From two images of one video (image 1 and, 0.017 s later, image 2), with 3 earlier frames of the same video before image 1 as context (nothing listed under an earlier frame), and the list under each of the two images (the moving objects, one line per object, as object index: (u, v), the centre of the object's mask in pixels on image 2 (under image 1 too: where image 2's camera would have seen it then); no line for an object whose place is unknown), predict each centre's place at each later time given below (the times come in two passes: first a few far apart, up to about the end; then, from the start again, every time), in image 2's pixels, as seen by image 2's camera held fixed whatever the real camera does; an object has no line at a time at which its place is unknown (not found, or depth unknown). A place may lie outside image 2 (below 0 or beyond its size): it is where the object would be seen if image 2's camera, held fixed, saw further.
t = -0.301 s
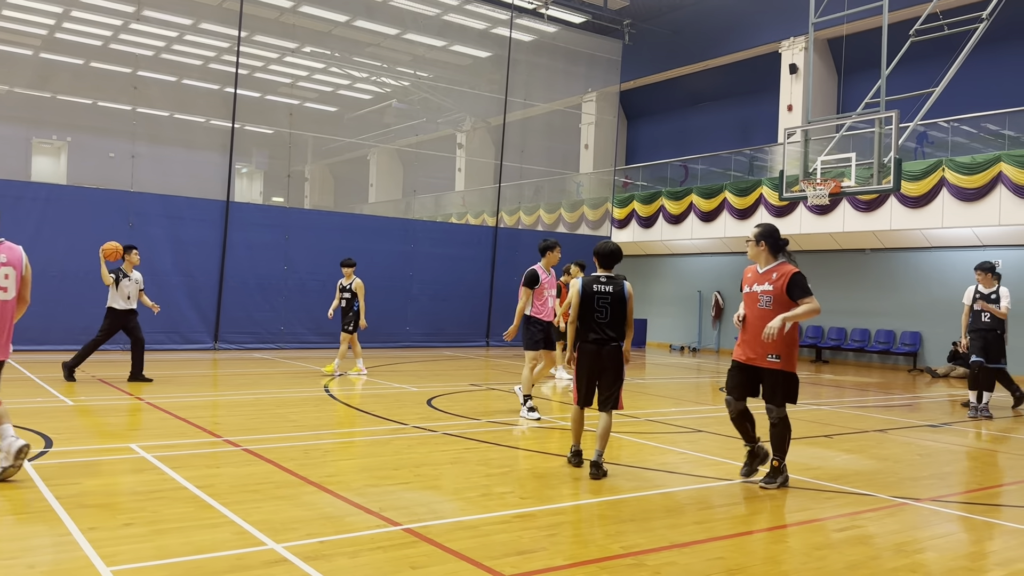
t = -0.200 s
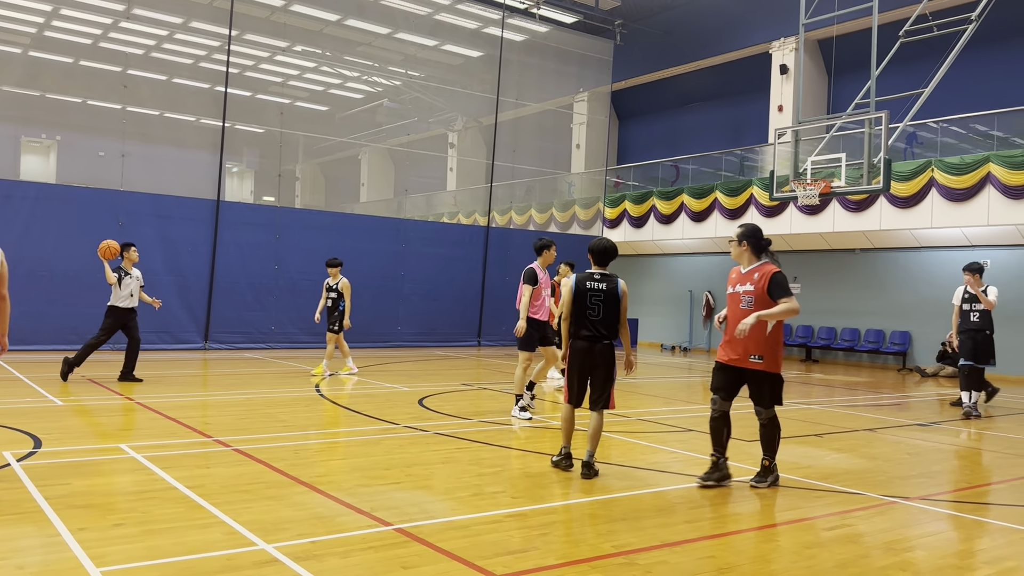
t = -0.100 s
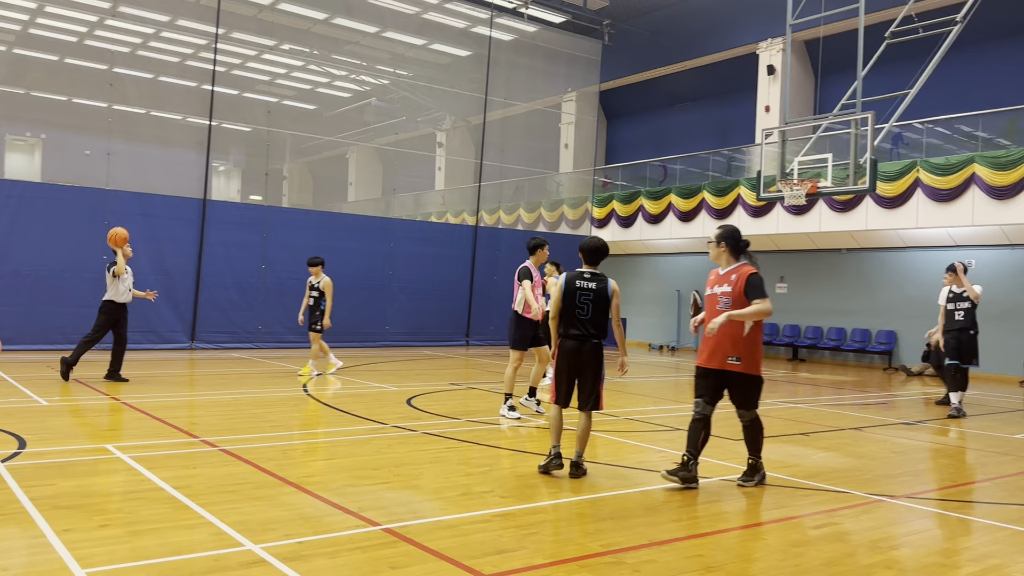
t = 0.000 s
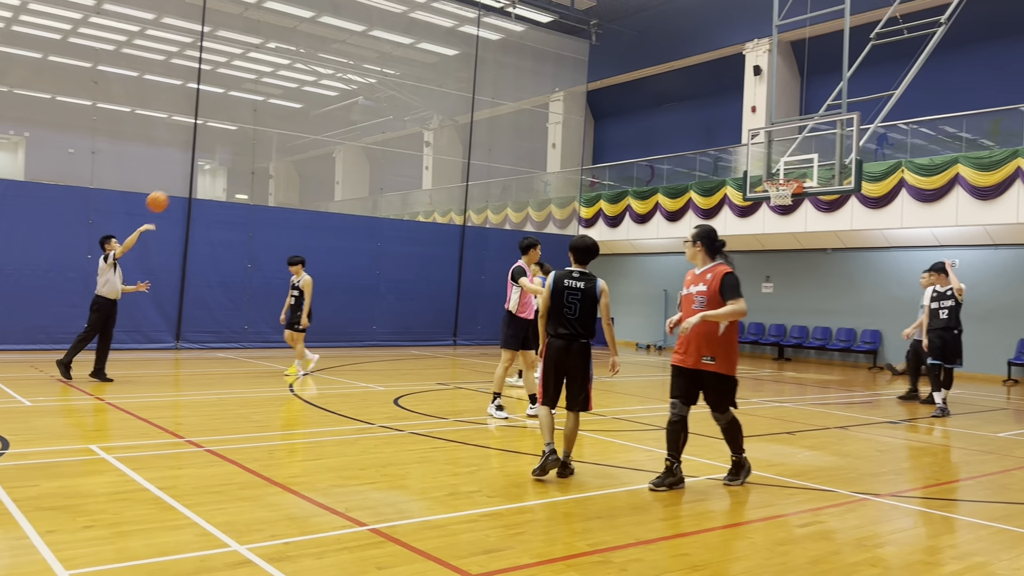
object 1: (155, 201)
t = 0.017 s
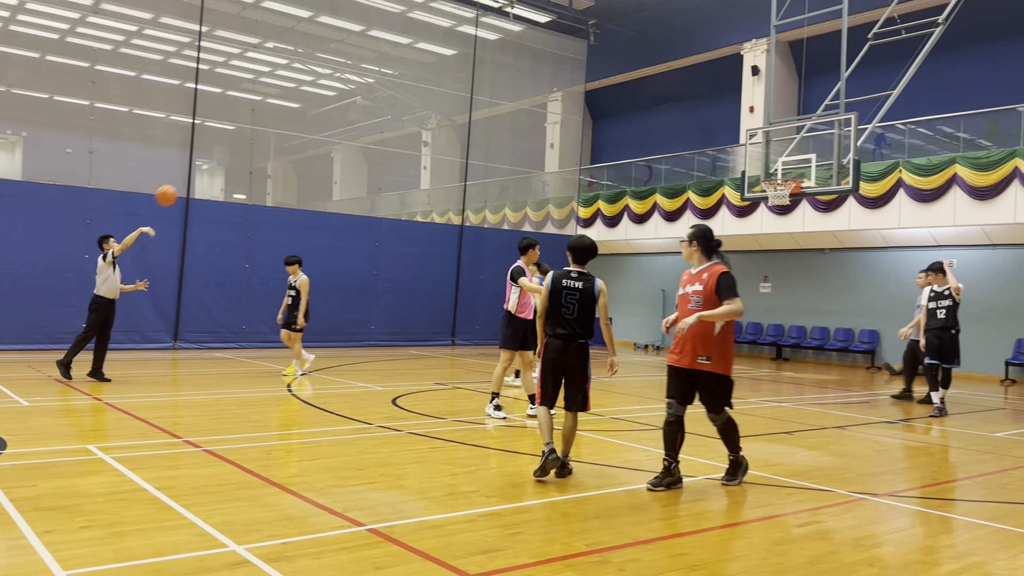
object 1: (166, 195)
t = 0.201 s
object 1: (286, 146)
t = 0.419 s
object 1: (414, 125)
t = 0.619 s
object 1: (522, 135)
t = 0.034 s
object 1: (178, 190)
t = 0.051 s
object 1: (189, 184)
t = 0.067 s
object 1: (199, 179)
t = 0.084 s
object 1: (211, 174)
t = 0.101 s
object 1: (222, 169)
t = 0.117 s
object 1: (233, 165)
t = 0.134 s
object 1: (243, 161)
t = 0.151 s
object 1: (254, 156)
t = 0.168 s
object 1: (265, 153)
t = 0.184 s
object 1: (275, 149)
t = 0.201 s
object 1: (286, 146)
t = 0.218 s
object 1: (296, 143)
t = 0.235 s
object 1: (306, 140)
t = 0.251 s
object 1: (316, 138)
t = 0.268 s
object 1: (326, 136)
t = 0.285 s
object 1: (336, 134)
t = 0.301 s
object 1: (346, 132)
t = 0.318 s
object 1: (356, 130)
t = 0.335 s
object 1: (366, 129)
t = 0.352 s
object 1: (376, 128)
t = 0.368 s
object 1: (385, 127)
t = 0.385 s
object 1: (395, 126)
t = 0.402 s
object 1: (404, 125)
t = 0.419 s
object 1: (414, 125)
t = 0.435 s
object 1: (423, 124)
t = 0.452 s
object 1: (432, 125)
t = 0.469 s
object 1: (442, 125)
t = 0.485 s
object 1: (451, 125)
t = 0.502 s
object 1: (460, 125)
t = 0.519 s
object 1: (469, 126)
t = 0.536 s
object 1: (478, 127)
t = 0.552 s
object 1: (487, 129)
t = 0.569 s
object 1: (496, 130)
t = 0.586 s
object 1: (505, 131)
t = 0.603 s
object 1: (514, 133)
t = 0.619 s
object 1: (522, 135)
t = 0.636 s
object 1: (531, 137)
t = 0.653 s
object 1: (540, 139)
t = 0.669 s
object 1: (548, 141)
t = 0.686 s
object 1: (558, 144)
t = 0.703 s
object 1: (566, 147)
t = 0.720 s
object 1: (574, 150)
